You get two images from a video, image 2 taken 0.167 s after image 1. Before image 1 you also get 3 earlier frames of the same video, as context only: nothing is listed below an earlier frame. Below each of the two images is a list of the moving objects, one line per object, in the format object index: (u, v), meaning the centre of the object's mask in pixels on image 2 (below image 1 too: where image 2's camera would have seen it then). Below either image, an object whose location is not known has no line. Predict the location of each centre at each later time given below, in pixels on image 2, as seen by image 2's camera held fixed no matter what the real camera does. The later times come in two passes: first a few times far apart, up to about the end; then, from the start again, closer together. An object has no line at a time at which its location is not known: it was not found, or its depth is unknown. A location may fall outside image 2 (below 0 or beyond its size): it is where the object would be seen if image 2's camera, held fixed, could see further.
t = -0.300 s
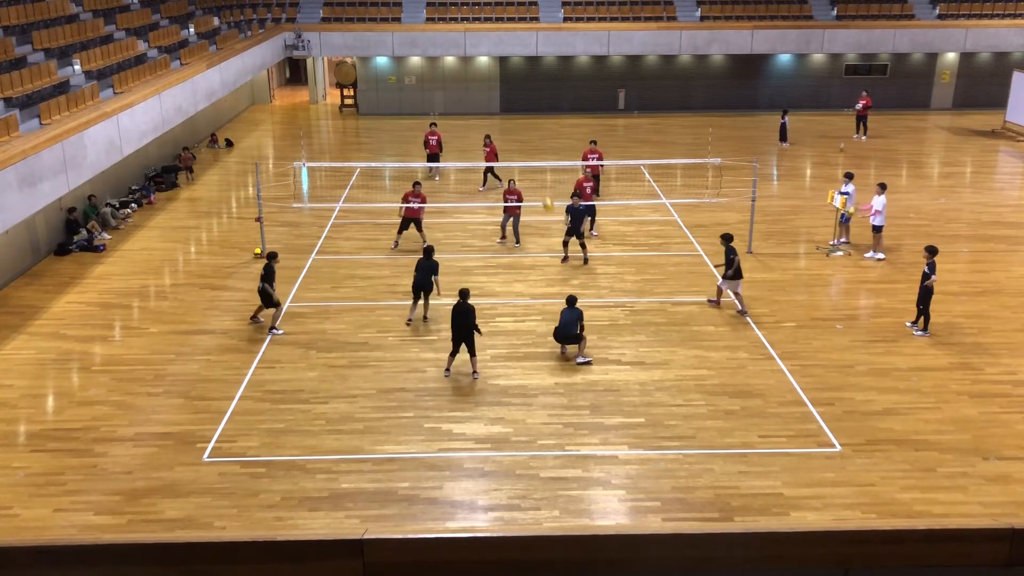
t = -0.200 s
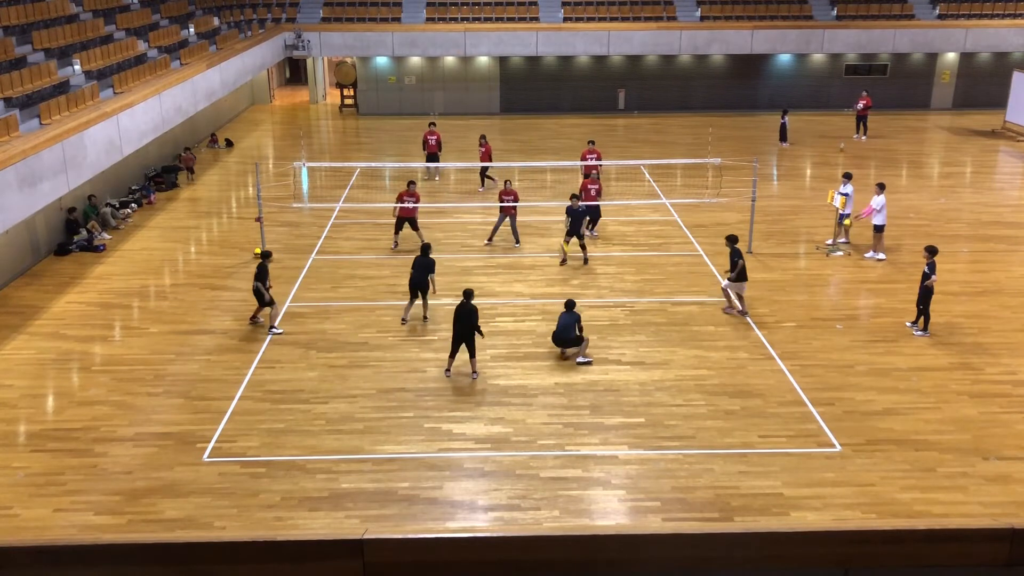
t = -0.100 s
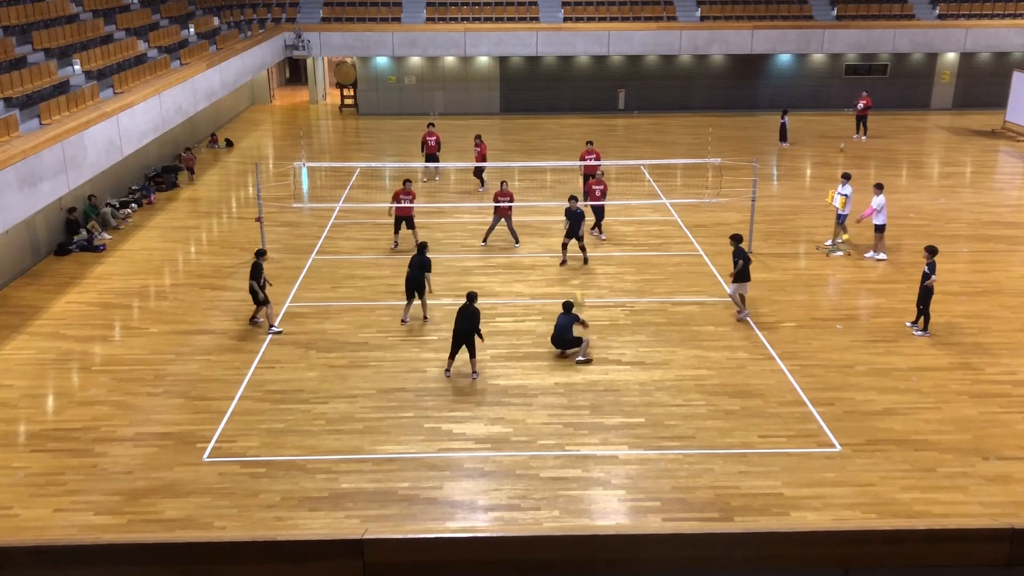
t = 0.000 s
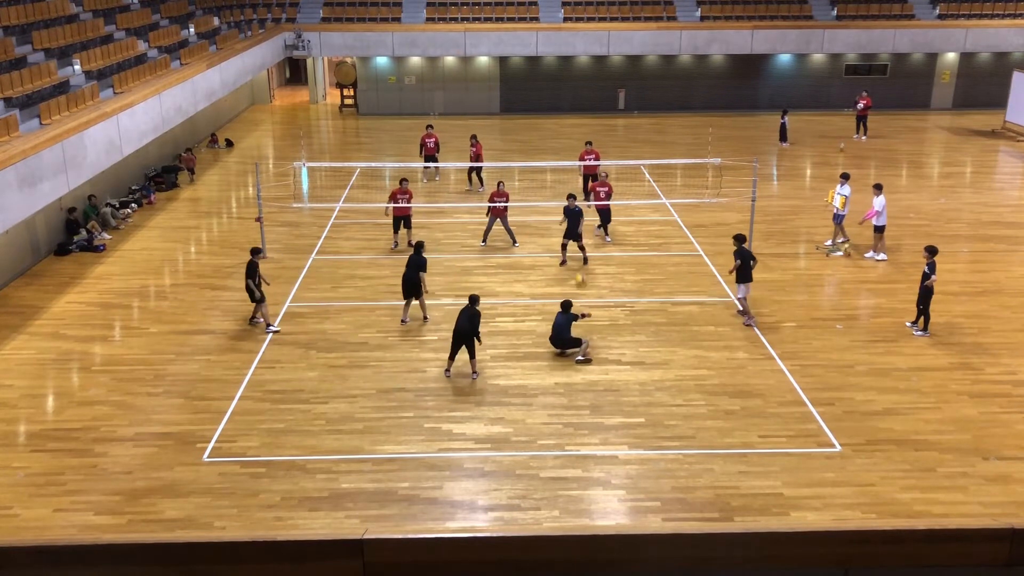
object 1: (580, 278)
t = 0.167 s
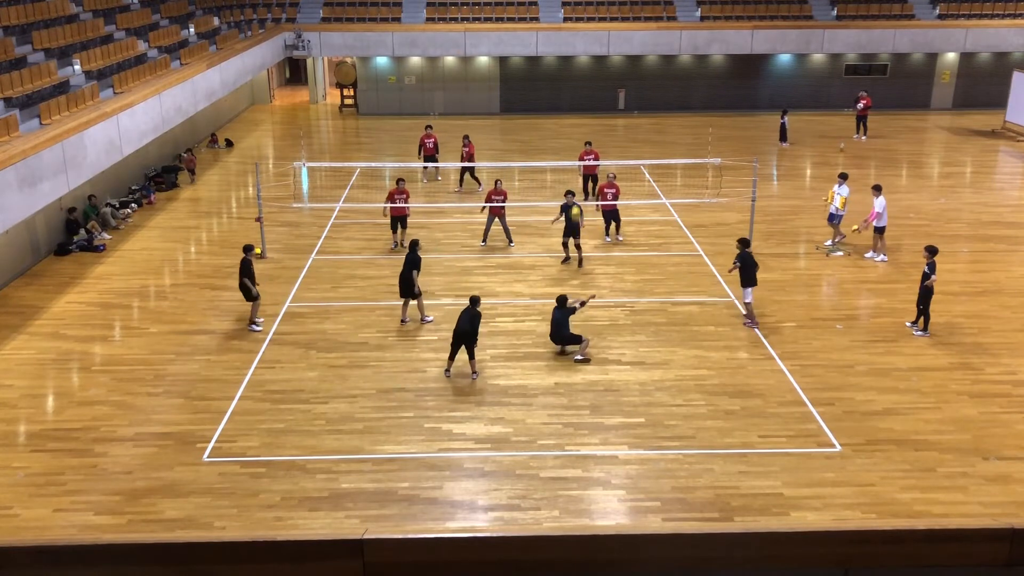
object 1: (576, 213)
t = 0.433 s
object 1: (565, 136)
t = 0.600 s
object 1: (558, 110)
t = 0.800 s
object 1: (550, 98)
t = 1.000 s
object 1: (541, 107)
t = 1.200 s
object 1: (533, 136)
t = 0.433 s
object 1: (565, 136)
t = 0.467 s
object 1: (563, 130)
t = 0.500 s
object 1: (562, 123)
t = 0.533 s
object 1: (561, 118)
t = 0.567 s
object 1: (560, 113)
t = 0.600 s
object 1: (558, 110)
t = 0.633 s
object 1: (557, 106)
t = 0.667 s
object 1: (555, 104)
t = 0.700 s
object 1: (554, 101)
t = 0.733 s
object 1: (552, 99)
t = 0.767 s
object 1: (551, 98)
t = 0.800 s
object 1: (550, 98)
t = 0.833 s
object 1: (548, 98)
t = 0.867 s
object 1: (547, 98)
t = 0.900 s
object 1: (546, 100)
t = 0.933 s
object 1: (544, 102)
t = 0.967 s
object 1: (543, 104)
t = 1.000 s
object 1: (541, 107)
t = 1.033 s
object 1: (540, 110)
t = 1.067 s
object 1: (539, 114)
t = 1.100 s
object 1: (537, 118)
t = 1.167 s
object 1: (535, 129)
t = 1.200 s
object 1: (533, 136)
